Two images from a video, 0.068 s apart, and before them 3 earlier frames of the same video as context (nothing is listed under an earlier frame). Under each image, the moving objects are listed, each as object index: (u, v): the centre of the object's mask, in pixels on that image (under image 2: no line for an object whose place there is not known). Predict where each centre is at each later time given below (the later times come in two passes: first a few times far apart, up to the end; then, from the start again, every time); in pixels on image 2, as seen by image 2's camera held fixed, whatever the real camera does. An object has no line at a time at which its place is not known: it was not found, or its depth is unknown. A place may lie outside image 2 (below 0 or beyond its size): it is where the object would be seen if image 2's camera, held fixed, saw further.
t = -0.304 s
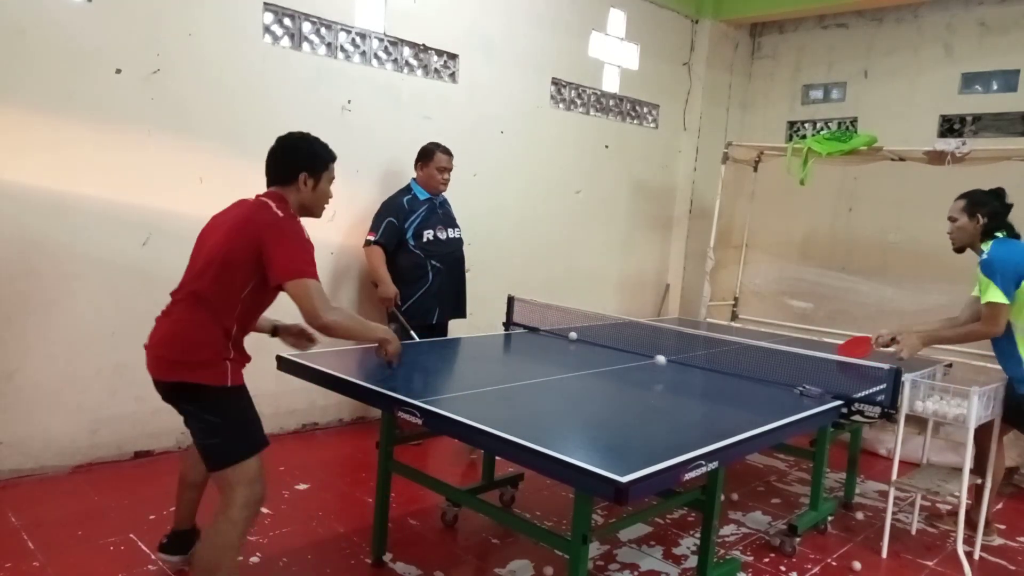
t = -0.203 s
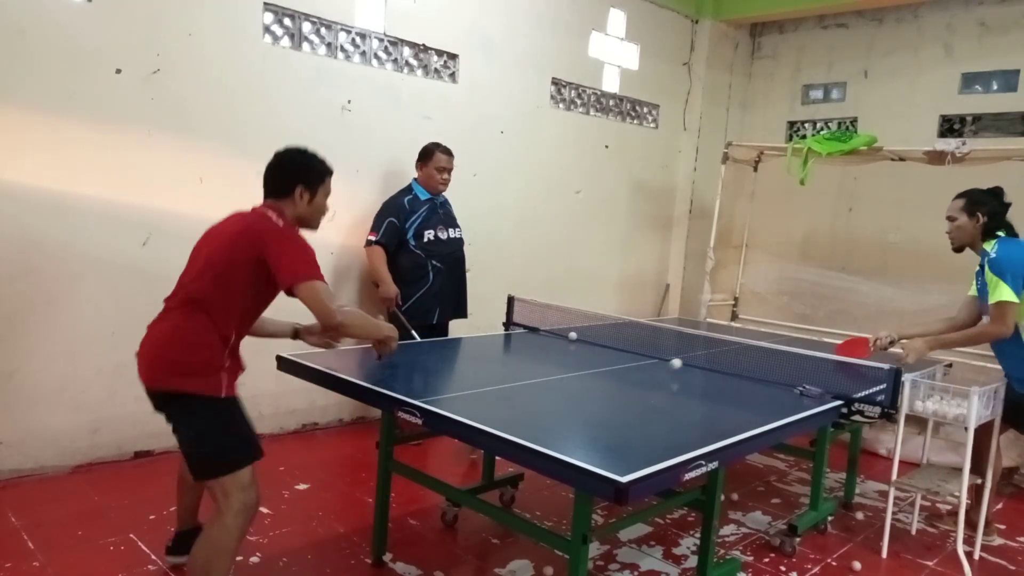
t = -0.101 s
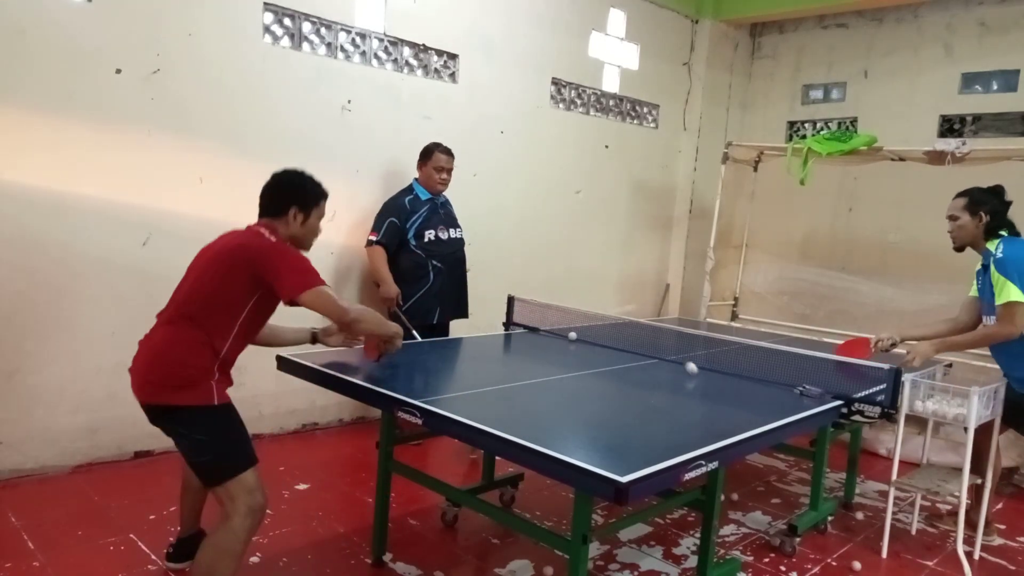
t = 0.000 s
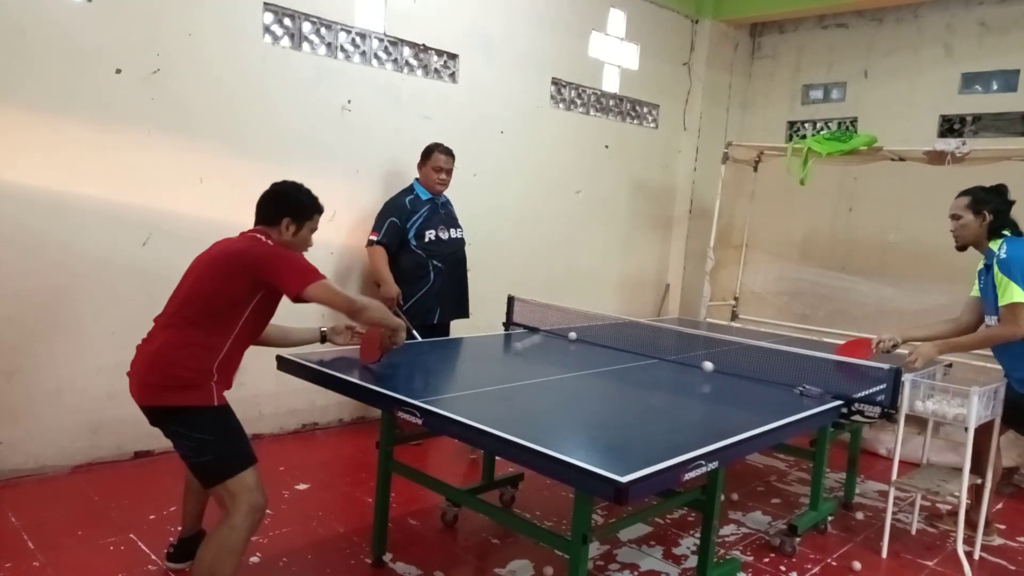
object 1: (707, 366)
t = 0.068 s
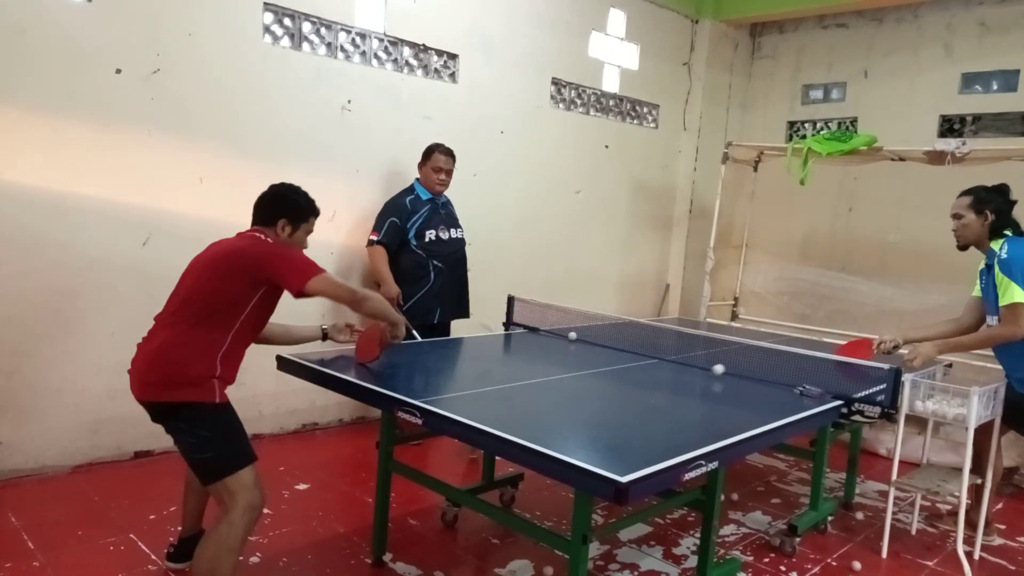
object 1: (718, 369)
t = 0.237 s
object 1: (745, 371)
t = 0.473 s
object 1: (763, 377)
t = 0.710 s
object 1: (775, 380)
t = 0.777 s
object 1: (779, 381)
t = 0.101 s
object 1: (724, 368)
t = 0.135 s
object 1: (729, 370)
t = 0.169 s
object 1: (734, 372)
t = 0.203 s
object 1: (740, 371)
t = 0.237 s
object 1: (745, 371)
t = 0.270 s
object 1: (750, 374)
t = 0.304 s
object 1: (755, 373)
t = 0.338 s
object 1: (757, 373)
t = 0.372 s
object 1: (758, 375)
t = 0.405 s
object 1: (759, 375)
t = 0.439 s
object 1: (761, 375)
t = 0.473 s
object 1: (763, 377)
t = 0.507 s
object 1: (764, 376)
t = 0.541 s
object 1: (766, 378)
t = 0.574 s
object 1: (768, 378)
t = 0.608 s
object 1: (770, 379)
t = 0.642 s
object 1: (771, 379)
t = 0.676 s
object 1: (773, 380)
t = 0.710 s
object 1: (775, 380)
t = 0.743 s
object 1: (777, 381)
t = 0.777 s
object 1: (779, 381)
